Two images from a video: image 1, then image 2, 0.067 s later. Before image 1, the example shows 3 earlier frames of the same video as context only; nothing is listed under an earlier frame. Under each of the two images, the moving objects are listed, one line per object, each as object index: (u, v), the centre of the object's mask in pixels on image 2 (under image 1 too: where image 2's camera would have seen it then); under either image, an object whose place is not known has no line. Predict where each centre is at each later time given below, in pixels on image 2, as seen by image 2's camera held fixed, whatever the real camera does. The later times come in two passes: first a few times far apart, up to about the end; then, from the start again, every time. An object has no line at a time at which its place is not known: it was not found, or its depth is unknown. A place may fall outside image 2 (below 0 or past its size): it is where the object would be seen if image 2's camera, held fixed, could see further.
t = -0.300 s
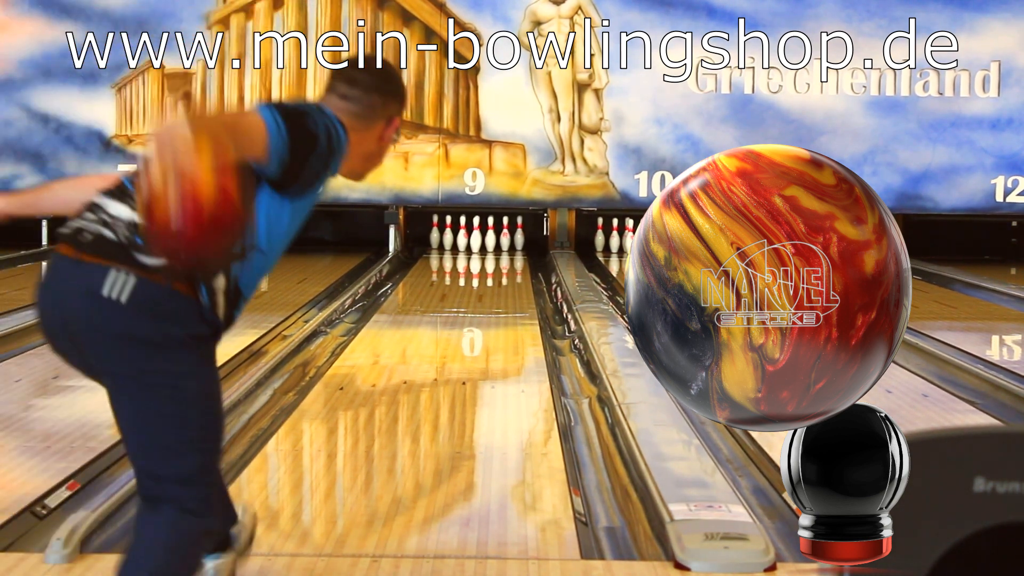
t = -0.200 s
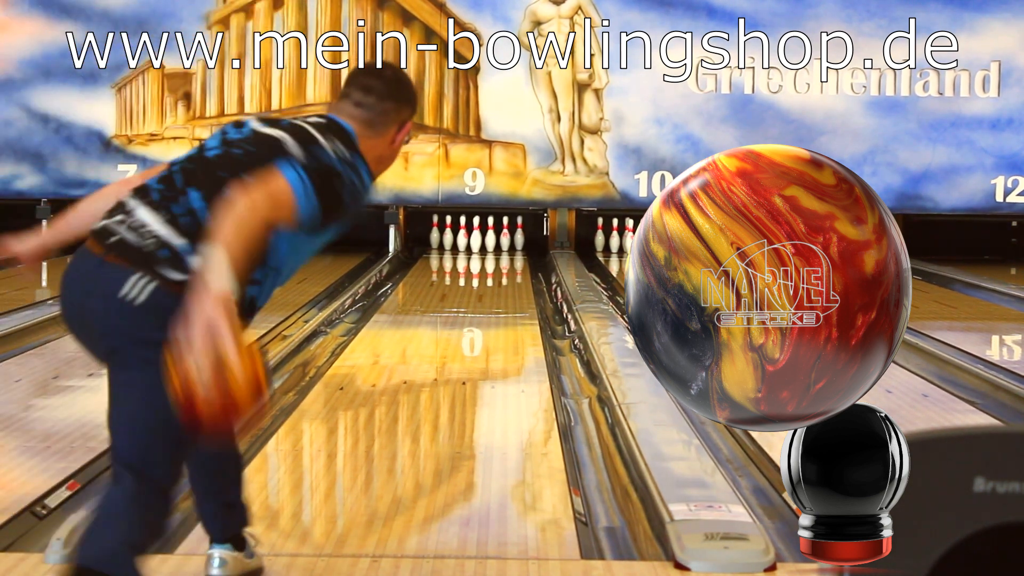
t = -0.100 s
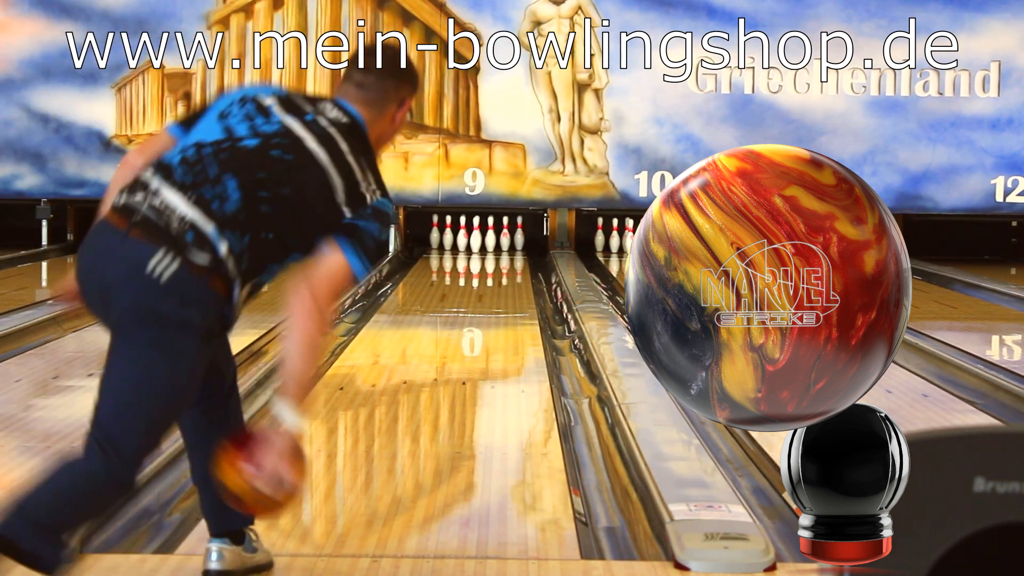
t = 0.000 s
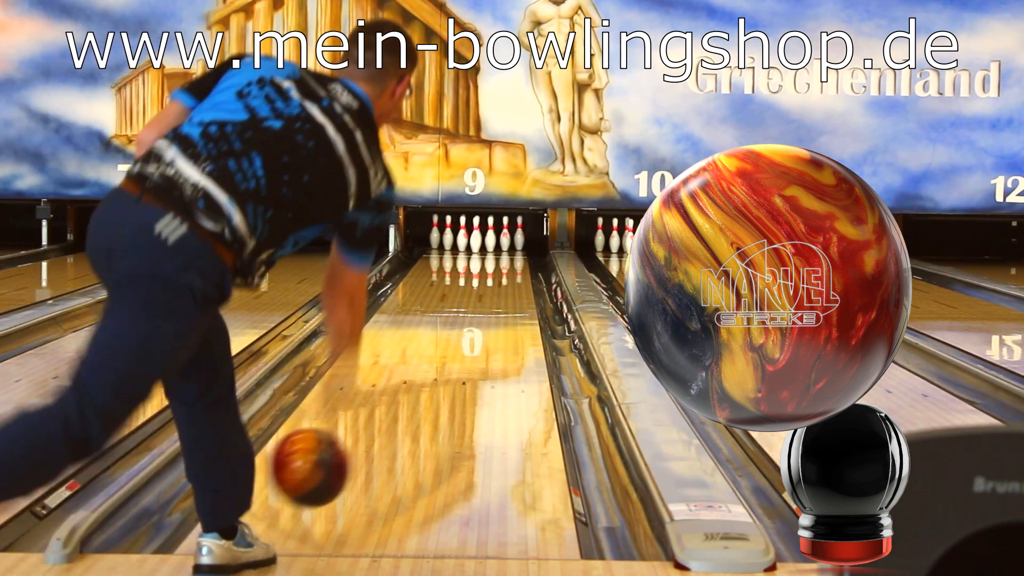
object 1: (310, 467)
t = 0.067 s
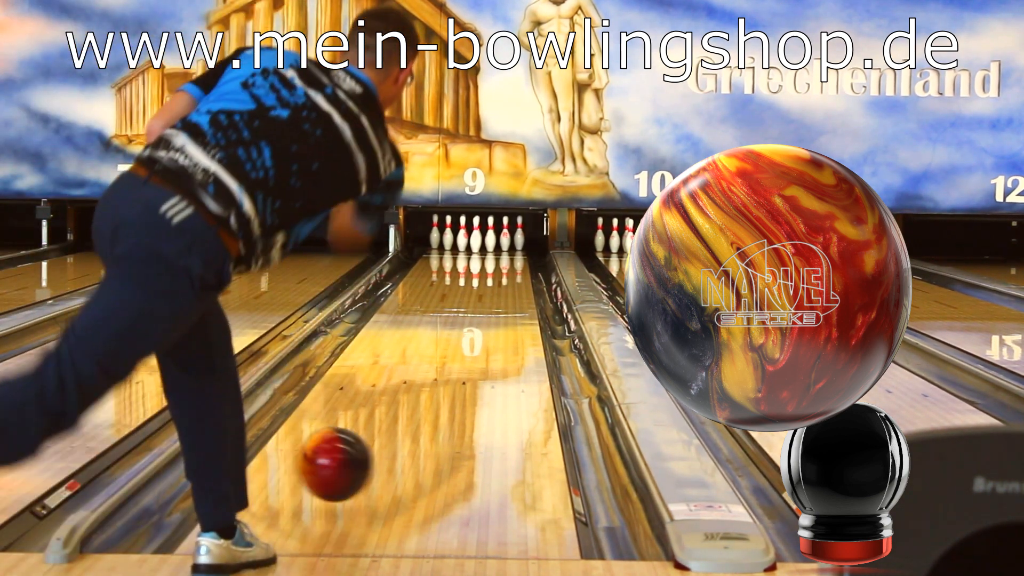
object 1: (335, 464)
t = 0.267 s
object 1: (392, 416)
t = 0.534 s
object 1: (441, 364)
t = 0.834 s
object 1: (473, 326)
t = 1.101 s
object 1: (492, 302)
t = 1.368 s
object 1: (505, 284)
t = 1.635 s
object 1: (511, 270)
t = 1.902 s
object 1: (510, 259)
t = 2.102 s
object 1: (502, 252)
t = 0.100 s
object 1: (346, 464)
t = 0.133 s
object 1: (357, 450)
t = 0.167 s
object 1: (367, 441)
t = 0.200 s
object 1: (376, 434)
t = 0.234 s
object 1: (384, 425)
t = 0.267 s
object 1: (392, 416)
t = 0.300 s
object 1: (400, 408)
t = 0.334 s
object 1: (407, 401)
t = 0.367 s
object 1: (414, 394)
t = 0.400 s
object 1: (419, 388)
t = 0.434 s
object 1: (425, 382)
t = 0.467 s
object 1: (431, 375)
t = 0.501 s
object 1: (436, 370)
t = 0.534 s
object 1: (441, 364)
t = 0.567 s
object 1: (445, 359)
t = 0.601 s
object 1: (449, 354)
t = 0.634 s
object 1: (453, 349)
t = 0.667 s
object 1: (457, 345)
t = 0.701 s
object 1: (461, 341)
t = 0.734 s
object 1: (464, 337)
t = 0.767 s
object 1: (468, 333)
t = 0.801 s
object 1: (470, 329)
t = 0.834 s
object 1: (473, 326)
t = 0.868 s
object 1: (476, 323)
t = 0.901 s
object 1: (479, 319)
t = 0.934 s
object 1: (481, 316)
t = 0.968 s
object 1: (484, 313)
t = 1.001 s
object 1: (486, 310)
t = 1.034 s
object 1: (488, 308)
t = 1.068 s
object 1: (490, 305)
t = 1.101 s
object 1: (492, 302)
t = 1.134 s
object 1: (494, 299)
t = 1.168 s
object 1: (496, 297)
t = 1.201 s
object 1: (497, 295)
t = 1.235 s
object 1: (499, 293)
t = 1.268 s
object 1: (500, 290)
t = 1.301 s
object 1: (501, 288)
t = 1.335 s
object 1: (503, 287)
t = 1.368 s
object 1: (505, 284)
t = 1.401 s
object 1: (506, 282)
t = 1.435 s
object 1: (506, 281)
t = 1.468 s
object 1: (507, 279)
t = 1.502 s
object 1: (508, 277)
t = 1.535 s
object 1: (509, 275)
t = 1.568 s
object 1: (510, 274)
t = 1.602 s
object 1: (510, 272)
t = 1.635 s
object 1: (511, 270)
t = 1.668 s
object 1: (511, 269)
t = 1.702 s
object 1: (511, 267)
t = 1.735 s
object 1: (511, 266)
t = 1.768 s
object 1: (511, 264)
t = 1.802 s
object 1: (511, 263)
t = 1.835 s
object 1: (510, 262)
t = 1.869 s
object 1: (510, 260)
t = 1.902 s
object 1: (510, 259)
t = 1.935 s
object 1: (509, 258)
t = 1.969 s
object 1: (508, 257)
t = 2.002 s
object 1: (507, 256)
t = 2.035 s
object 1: (506, 254)
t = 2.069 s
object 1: (504, 254)
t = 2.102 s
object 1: (502, 252)
